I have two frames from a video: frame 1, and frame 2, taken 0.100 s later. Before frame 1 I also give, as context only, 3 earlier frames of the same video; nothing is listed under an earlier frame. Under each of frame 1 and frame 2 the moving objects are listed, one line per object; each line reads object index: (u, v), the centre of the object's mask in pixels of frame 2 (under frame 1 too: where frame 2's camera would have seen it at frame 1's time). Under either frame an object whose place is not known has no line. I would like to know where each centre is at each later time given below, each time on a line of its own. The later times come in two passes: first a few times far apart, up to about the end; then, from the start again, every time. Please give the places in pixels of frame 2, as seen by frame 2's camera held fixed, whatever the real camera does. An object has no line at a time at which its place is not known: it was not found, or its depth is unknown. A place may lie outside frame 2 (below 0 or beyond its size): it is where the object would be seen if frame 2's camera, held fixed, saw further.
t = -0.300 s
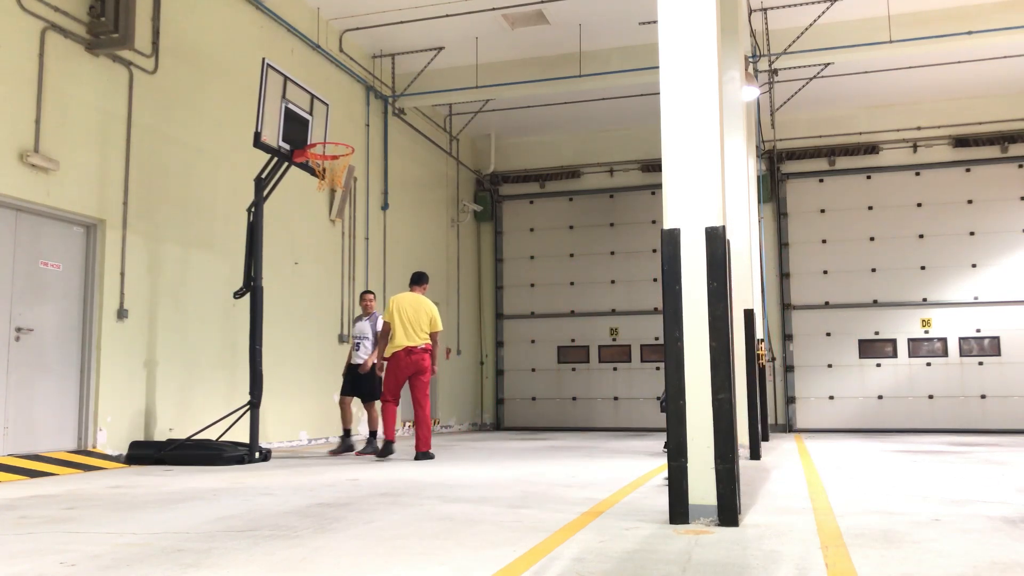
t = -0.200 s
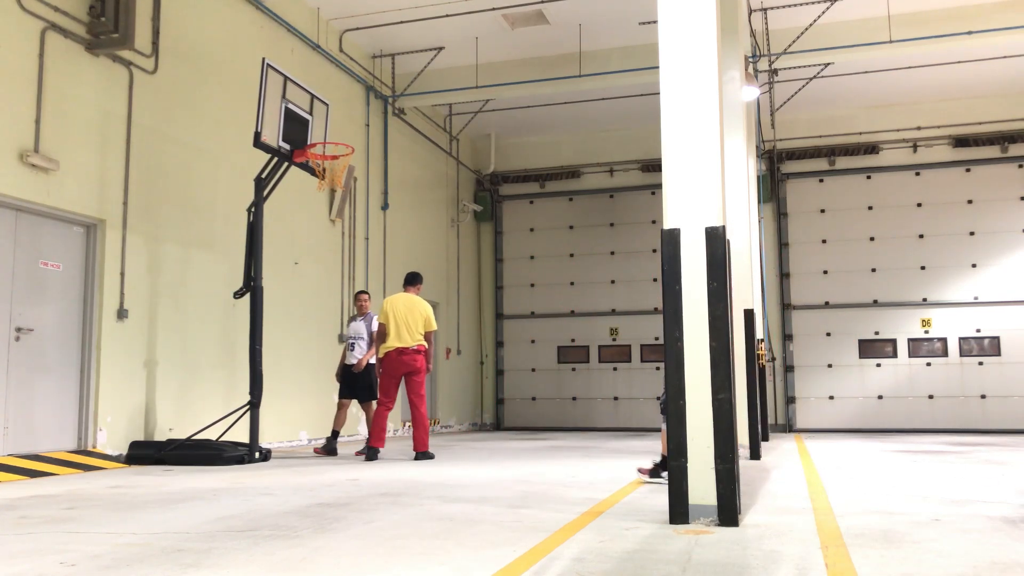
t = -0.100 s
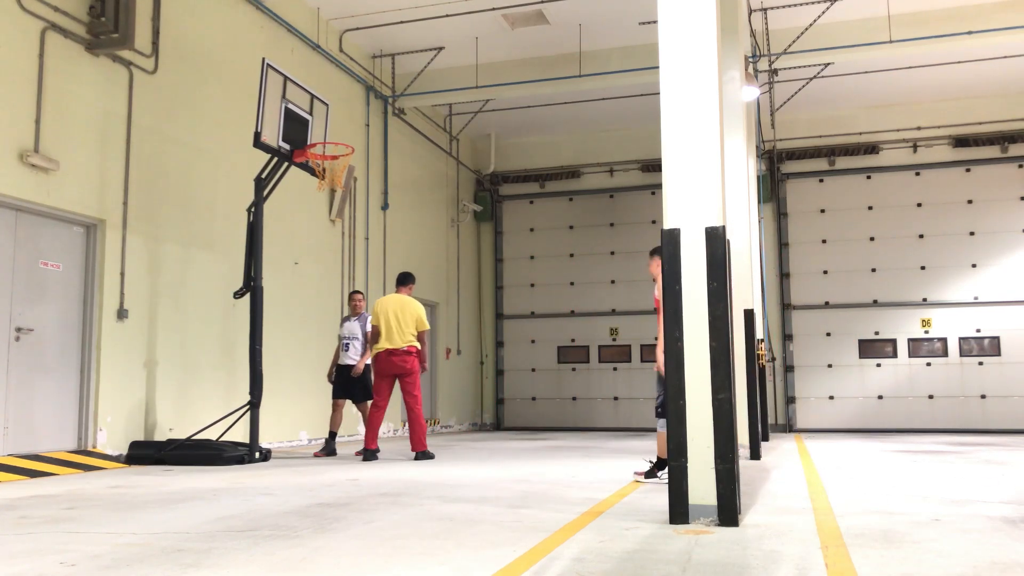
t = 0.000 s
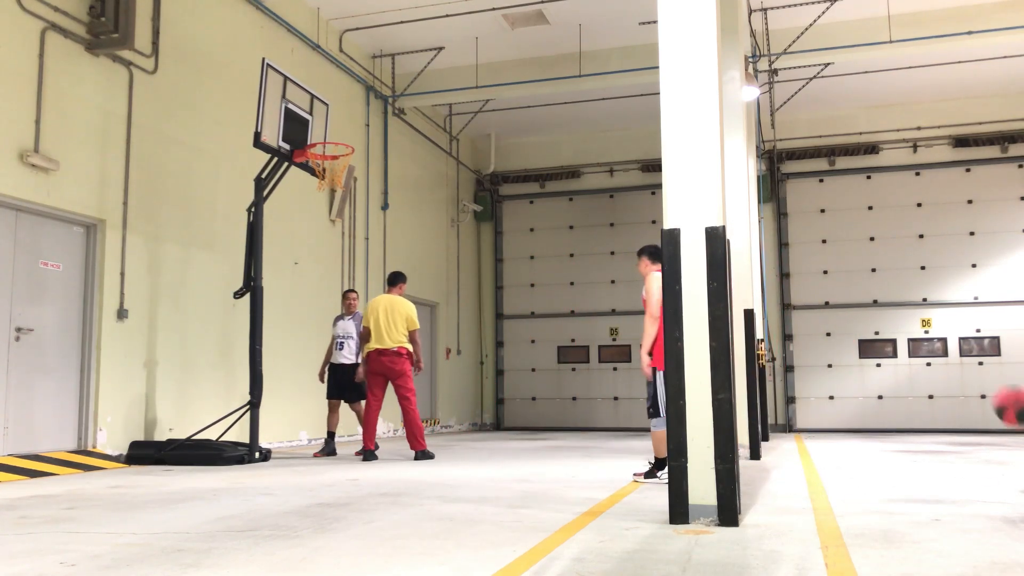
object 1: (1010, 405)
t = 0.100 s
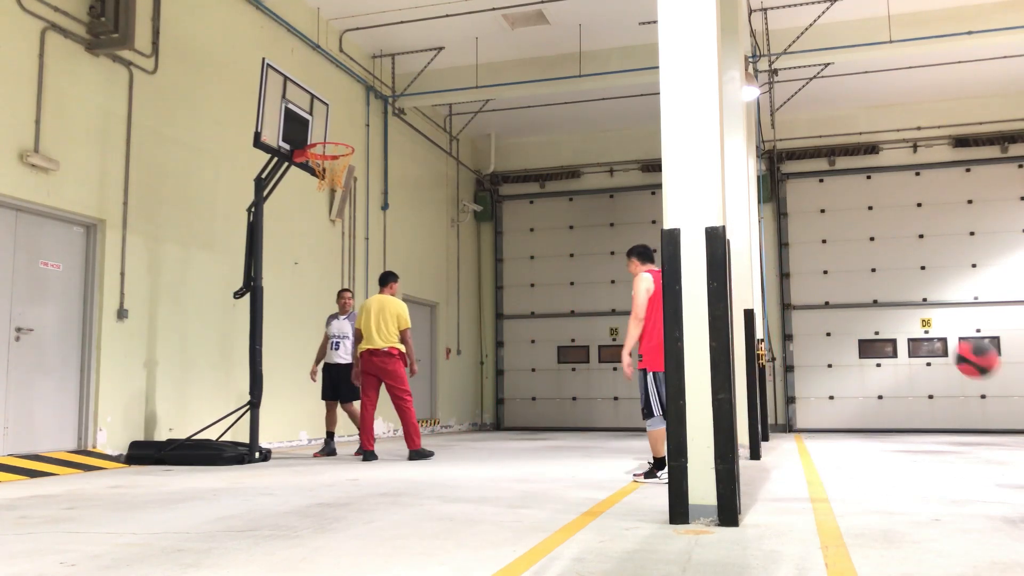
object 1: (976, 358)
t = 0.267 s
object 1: (913, 316)
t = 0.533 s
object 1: (828, 339)
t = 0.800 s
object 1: (753, 467)
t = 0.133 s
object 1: (963, 347)
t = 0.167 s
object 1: (951, 337)
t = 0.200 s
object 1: (938, 327)
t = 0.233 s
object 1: (925, 321)
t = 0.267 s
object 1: (913, 316)
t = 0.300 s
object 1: (902, 313)
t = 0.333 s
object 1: (890, 312)
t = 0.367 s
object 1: (879, 313)
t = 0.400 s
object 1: (869, 315)
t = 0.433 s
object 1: (859, 319)
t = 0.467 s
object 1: (848, 324)
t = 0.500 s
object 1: (838, 332)
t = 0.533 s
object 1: (828, 339)
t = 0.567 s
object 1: (817, 349)
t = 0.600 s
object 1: (808, 361)
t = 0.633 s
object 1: (798, 374)
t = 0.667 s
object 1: (788, 389)
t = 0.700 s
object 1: (778, 406)
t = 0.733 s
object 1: (769, 424)
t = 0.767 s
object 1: (761, 444)
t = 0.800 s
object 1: (753, 467)
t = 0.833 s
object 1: (748, 462)
